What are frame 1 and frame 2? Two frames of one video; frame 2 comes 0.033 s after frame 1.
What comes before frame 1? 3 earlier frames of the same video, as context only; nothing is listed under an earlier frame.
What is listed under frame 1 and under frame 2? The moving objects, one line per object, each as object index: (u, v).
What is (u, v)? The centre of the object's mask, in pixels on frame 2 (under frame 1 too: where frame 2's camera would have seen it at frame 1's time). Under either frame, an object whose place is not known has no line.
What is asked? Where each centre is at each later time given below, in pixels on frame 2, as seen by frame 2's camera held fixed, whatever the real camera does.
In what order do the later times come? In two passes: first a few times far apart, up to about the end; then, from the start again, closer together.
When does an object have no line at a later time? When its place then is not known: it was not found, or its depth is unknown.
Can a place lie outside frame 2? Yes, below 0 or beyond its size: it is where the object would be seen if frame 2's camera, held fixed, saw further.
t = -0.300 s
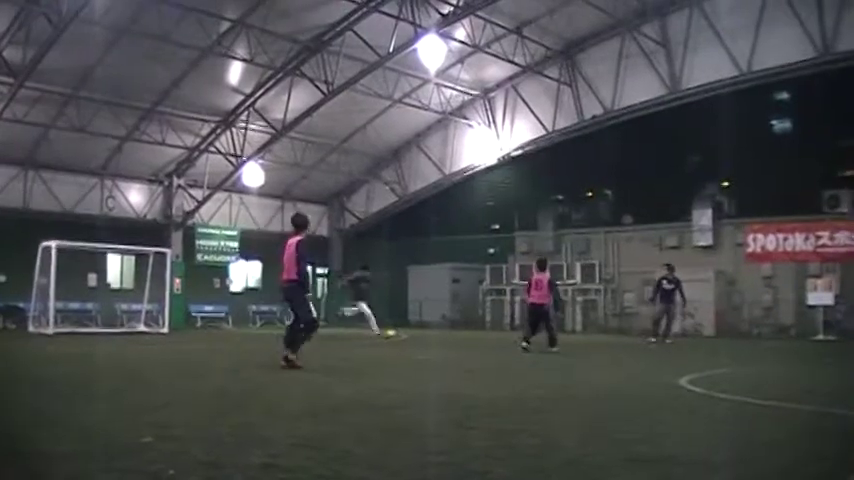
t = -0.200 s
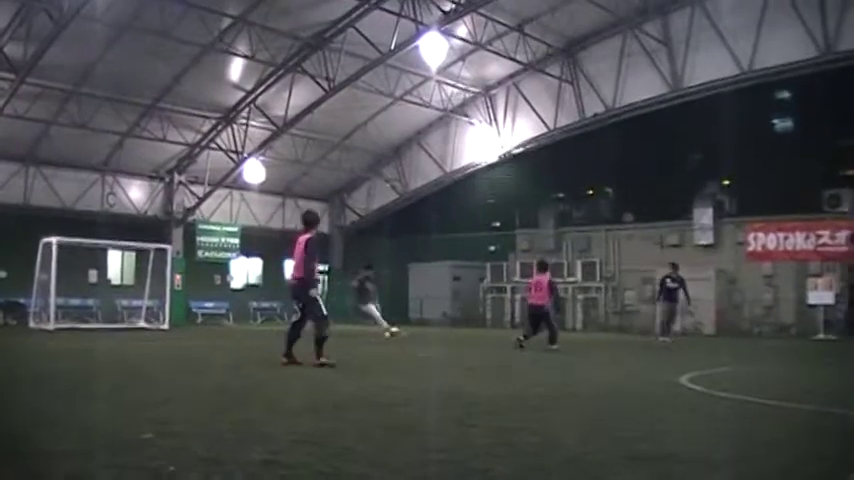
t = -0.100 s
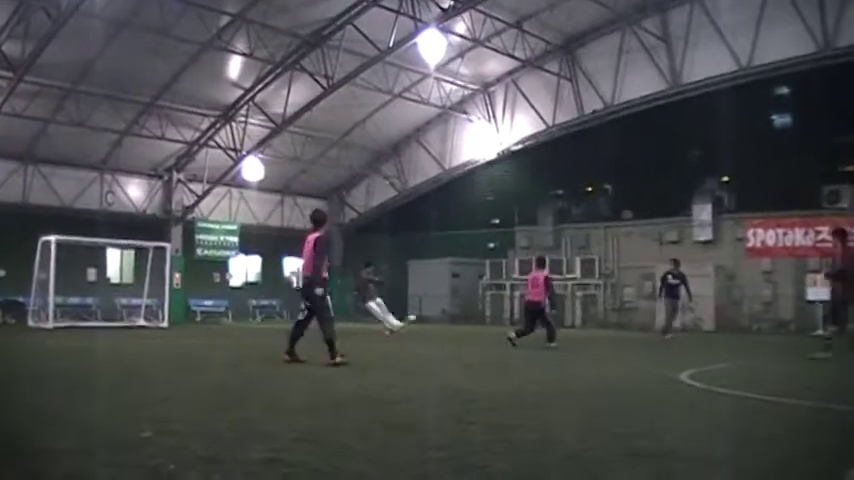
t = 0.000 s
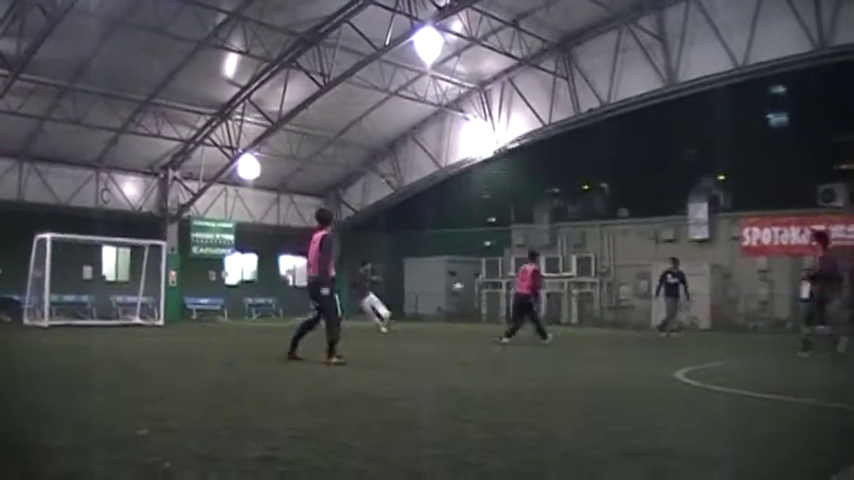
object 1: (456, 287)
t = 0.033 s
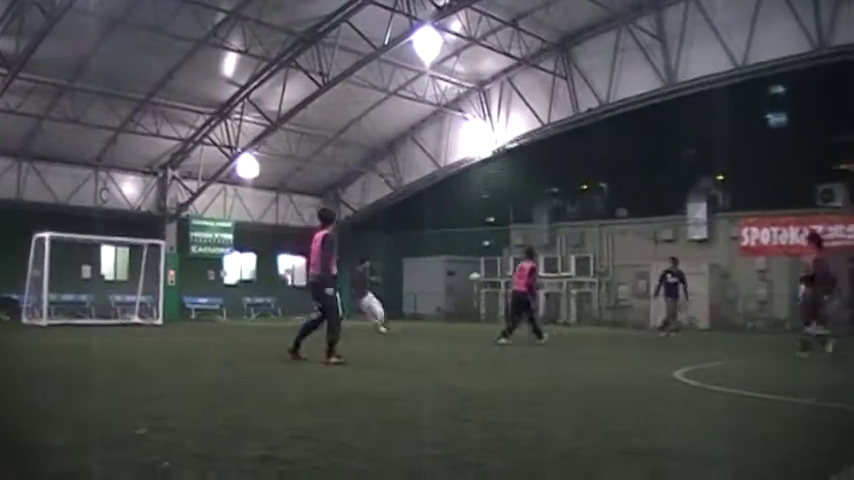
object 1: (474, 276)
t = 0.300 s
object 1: (637, 200)
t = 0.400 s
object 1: (708, 174)
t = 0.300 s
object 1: (637, 200)
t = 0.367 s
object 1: (683, 183)
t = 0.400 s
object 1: (708, 174)
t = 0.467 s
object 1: (763, 158)
